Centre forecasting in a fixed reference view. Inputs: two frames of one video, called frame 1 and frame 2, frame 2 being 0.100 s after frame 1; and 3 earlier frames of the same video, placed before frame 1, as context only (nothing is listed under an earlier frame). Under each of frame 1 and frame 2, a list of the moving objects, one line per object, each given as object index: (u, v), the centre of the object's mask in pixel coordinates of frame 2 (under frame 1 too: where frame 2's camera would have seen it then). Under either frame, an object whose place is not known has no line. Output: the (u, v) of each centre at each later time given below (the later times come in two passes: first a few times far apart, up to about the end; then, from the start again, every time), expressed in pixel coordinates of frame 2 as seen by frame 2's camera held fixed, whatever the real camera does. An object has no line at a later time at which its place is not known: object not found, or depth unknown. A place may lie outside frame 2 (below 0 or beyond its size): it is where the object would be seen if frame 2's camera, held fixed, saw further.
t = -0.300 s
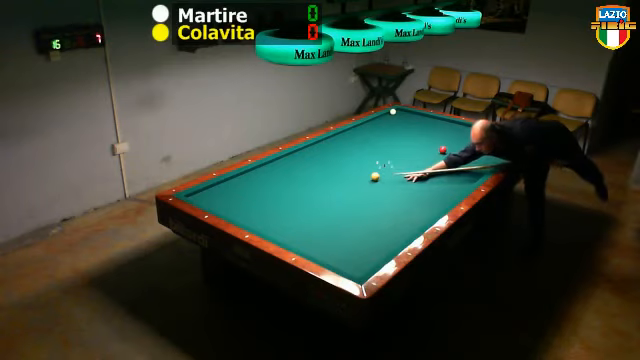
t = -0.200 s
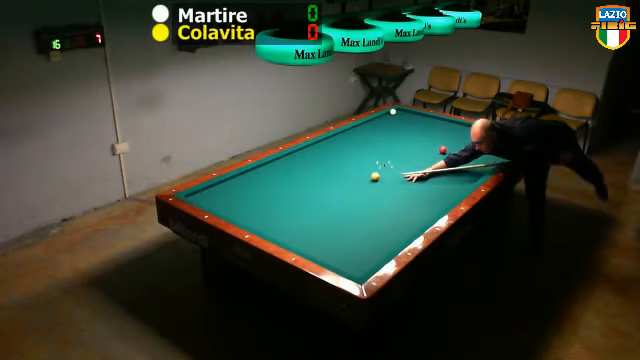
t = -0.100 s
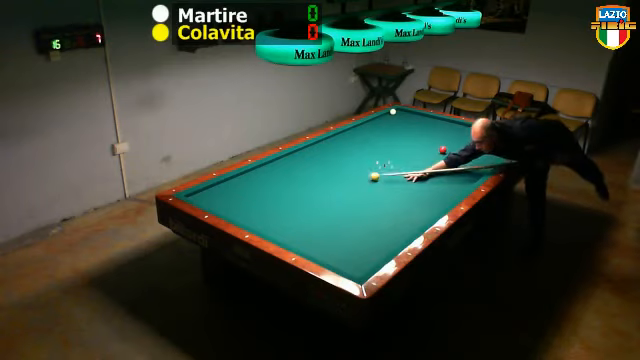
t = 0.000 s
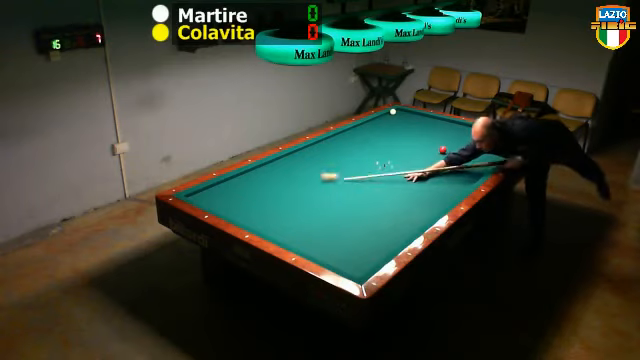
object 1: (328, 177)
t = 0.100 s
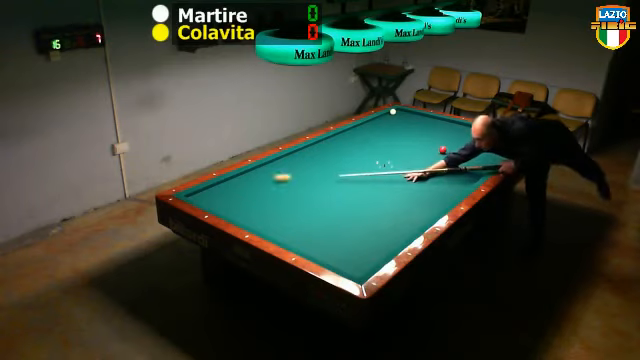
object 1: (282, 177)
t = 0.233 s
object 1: (228, 182)
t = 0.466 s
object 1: (254, 211)
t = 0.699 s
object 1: (335, 211)
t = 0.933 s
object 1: (403, 212)
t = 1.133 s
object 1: (427, 201)
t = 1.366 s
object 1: (420, 178)
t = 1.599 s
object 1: (417, 161)
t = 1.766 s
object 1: (415, 150)
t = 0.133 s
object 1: (267, 178)
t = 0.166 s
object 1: (251, 178)
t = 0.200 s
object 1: (235, 179)
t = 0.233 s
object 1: (228, 182)
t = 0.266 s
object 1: (227, 188)
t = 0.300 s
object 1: (226, 193)
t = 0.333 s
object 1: (224, 200)
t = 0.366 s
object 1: (223, 206)
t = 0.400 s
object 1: (227, 211)
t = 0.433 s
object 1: (240, 211)
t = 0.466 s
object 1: (254, 211)
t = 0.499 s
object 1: (265, 211)
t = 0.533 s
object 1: (278, 211)
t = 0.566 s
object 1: (290, 210)
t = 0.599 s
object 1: (302, 211)
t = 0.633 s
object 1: (313, 210)
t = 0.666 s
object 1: (324, 211)
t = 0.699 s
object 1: (335, 211)
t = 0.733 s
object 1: (345, 211)
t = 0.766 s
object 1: (355, 211)
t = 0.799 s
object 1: (364, 211)
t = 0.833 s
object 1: (375, 212)
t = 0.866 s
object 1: (385, 212)
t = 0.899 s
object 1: (394, 212)
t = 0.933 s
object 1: (403, 212)
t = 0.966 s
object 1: (413, 212)
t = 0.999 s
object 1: (423, 212)
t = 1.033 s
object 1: (431, 212)
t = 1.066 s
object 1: (431, 209)
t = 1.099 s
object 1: (429, 205)
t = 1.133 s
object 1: (427, 201)
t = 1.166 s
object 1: (425, 197)
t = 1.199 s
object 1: (424, 193)
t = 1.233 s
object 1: (422, 190)
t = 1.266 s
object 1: (422, 187)
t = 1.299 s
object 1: (421, 184)
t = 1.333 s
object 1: (421, 181)
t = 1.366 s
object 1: (420, 178)
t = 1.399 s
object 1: (420, 176)
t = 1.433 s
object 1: (419, 173)
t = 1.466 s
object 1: (419, 171)
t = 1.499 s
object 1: (418, 168)
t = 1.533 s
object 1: (418, 166)
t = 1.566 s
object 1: (417, 163)
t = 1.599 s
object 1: (417, 161)
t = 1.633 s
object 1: (416, 159)
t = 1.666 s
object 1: (416, 156)
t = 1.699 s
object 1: (415, 154)
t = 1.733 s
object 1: (415, 152)
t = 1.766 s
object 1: (415, 150)
